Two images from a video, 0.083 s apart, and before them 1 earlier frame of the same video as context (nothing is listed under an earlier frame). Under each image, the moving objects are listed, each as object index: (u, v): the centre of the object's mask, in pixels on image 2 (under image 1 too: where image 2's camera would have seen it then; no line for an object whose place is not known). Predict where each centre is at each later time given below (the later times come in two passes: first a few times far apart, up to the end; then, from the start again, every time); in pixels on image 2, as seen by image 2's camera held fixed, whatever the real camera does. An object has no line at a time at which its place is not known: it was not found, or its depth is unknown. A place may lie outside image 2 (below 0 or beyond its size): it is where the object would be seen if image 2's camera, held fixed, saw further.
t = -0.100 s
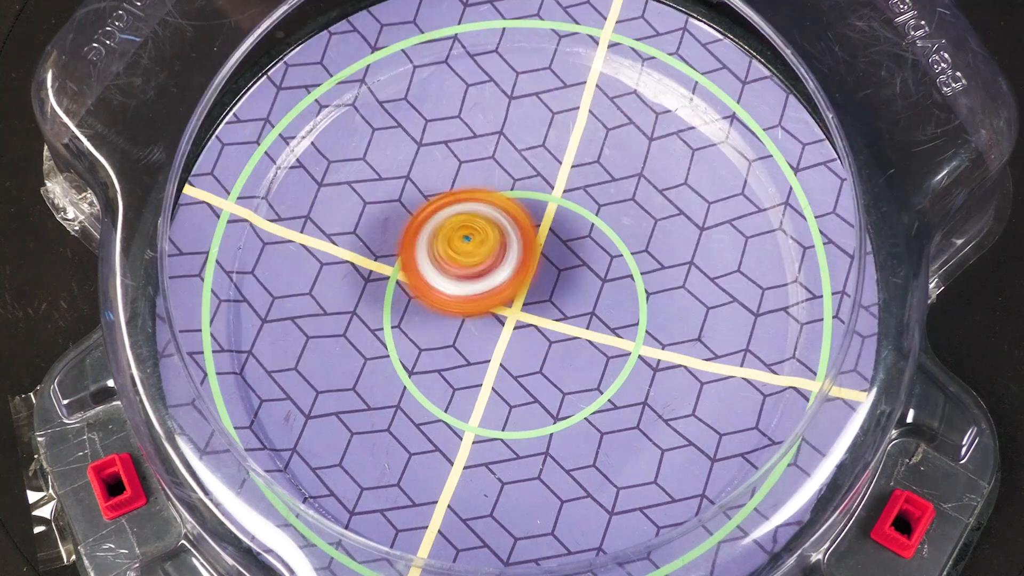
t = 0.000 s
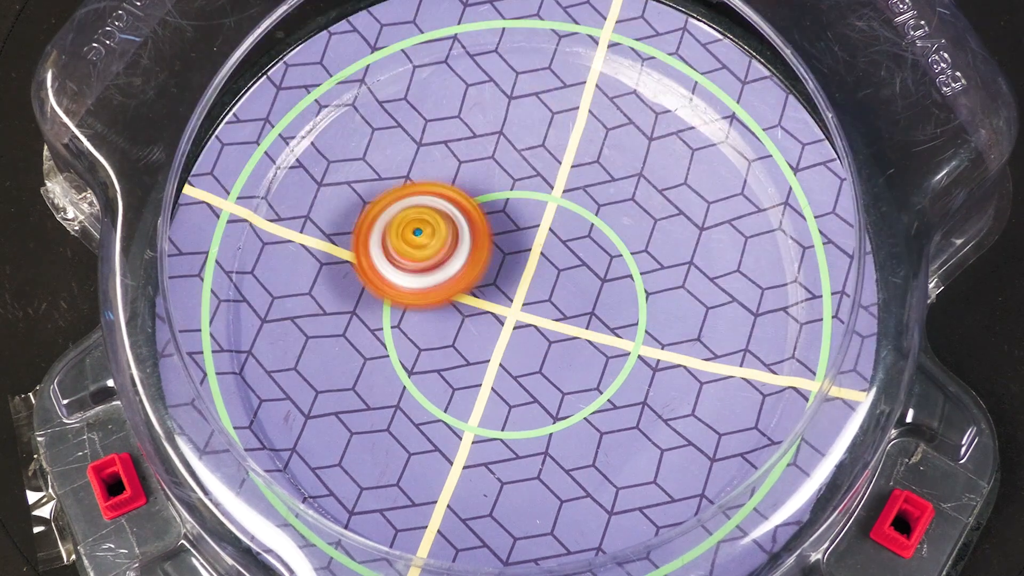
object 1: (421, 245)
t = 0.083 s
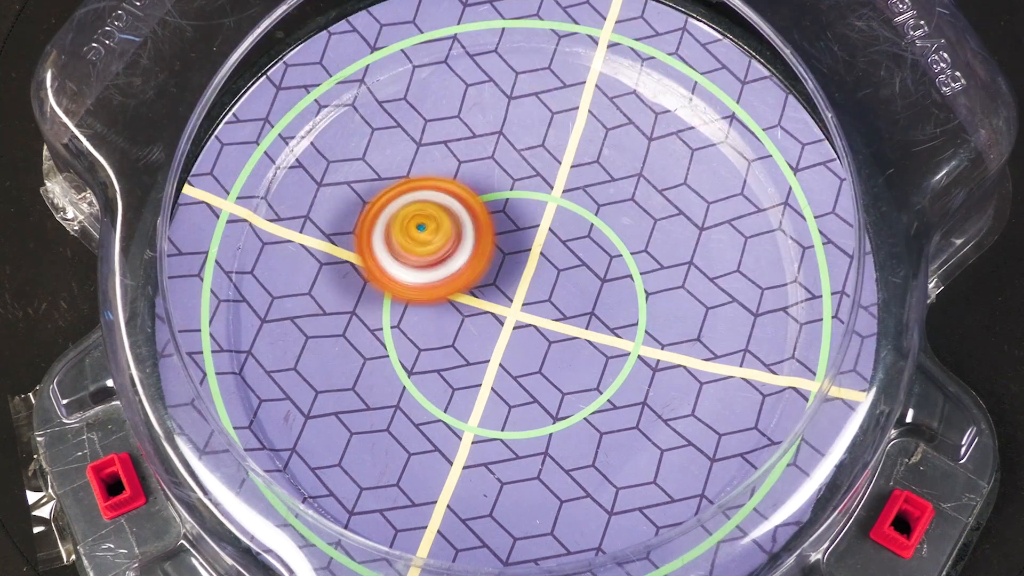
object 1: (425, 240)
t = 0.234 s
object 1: (499, 233)
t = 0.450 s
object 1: (638, 283)
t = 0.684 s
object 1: (550, 388)
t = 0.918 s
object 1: (431, 266)
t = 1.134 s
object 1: (545, 177)
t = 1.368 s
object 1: (623, 290)
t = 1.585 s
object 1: (485, 329)
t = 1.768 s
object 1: (435, 220)
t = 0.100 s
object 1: (429, 238)
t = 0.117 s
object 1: (435, 235)
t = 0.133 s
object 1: (440, 234)
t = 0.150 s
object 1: (448, 232)
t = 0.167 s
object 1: (456, 232)
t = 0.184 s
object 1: (466, 231)
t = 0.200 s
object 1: (476, 232)
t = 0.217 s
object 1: (487, 233)
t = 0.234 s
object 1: (499, 233)
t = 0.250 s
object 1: (510, 233)
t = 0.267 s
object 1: (522, 235)
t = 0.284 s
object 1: (534, 236)
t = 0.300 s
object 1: (546, 239)
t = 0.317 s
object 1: (559, 241)
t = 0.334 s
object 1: (571, 243)
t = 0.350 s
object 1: (583, 247)
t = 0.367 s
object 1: (593, 251)
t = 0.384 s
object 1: (603, 255)
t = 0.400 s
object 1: (613, 261)
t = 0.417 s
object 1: (623, 267)
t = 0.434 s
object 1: (631, 275)
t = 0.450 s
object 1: (638, 283)
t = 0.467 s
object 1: (643, 291)
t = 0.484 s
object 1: (646, 301)
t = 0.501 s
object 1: (647, 311)
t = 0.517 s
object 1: (646, 320)
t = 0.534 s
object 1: (643, 331)
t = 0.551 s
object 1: (639, 340)
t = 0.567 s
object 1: (633, 350)
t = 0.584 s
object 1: (625, 358)
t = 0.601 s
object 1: (616, 367)
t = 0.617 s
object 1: (605, 373)
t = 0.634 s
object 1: (593, 379)
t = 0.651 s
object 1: (579, 384)
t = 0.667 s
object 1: (565, 387)
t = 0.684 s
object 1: (550, 388)
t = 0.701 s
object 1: (535, 387)
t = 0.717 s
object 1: (520, 384)
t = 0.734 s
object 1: (505, 379)
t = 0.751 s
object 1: (491, 374)
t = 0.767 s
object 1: (478, 366)
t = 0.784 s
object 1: (466, 357)
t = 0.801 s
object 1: (456, 347)
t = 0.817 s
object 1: (447, 337)
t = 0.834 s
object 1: (440, 326)
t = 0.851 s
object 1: (435, 314)
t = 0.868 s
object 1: (431, 302)
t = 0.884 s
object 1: (429, 290)
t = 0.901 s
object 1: (429, 278)
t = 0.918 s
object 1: (431, 266)
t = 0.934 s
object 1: (433, 253)
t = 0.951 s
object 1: (438, 242)
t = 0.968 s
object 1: (444, 230)
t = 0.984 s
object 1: (451, 220)
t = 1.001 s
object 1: (459, 211)
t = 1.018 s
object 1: (468, 202)
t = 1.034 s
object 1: (478, 195)
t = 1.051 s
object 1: (488, 188)
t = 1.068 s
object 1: (499, 182)
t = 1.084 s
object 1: (511, 179)
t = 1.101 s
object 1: (522, 177)
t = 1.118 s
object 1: (534, 176)
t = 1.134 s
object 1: (545, 177)
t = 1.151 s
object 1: (556, 179)
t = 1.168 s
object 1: (566, 183)
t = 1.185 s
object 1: (575, 188)
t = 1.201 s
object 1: (584, 193)
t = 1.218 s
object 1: (593, 199)
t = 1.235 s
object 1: (600, 207)
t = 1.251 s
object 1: (609, 215)
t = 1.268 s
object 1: (615, 225)
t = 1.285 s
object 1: (620, 235)
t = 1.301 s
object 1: (624, 245)
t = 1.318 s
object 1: (627, 257)
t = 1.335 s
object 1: (627, 269)
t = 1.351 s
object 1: (626, 279)
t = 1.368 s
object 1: (623, 290)
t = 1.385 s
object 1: (618, 300)
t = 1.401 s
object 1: (611, 310)
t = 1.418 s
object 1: (604, 319)
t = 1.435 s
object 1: (594, 326)
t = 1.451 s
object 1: (584, 332)
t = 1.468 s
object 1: (572, 337)
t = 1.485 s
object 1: (560, 339)
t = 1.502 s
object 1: (547, 342)
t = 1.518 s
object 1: (535, 342)
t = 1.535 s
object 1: (521, 341)
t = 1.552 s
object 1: (509, 339)
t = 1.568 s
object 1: (496, 334)
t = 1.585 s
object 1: (485, 329)
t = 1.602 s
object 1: (474, 322)
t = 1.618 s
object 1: (465, 315)
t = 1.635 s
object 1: (456, 305)
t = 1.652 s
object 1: (449, 297)
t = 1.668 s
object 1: (443, 287)
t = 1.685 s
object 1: (437, 277)
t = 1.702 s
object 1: (435, 265)
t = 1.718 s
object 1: (432, 254)
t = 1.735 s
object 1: (432, 243)
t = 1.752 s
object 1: (432, 231)
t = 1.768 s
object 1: (435, 220)
